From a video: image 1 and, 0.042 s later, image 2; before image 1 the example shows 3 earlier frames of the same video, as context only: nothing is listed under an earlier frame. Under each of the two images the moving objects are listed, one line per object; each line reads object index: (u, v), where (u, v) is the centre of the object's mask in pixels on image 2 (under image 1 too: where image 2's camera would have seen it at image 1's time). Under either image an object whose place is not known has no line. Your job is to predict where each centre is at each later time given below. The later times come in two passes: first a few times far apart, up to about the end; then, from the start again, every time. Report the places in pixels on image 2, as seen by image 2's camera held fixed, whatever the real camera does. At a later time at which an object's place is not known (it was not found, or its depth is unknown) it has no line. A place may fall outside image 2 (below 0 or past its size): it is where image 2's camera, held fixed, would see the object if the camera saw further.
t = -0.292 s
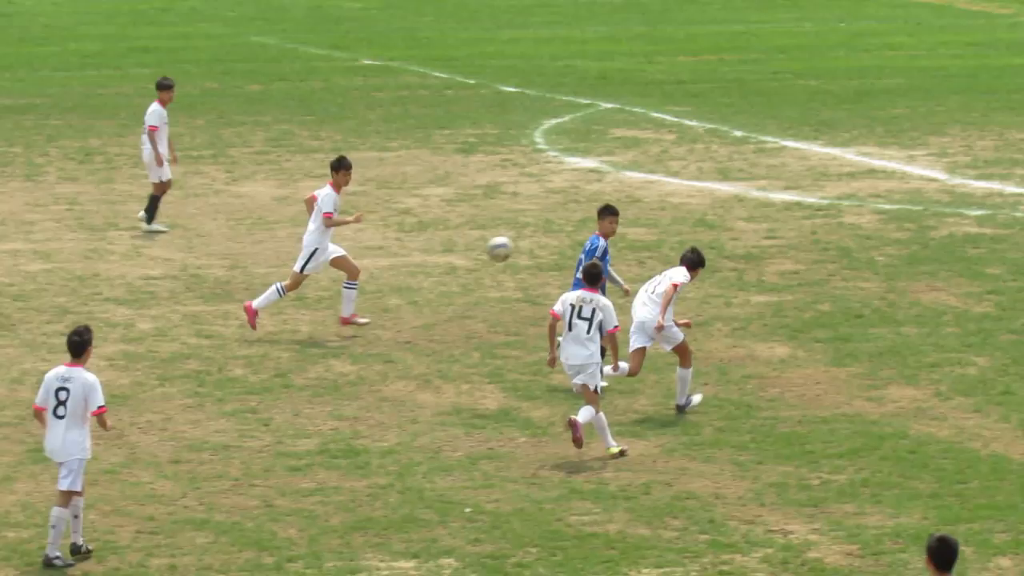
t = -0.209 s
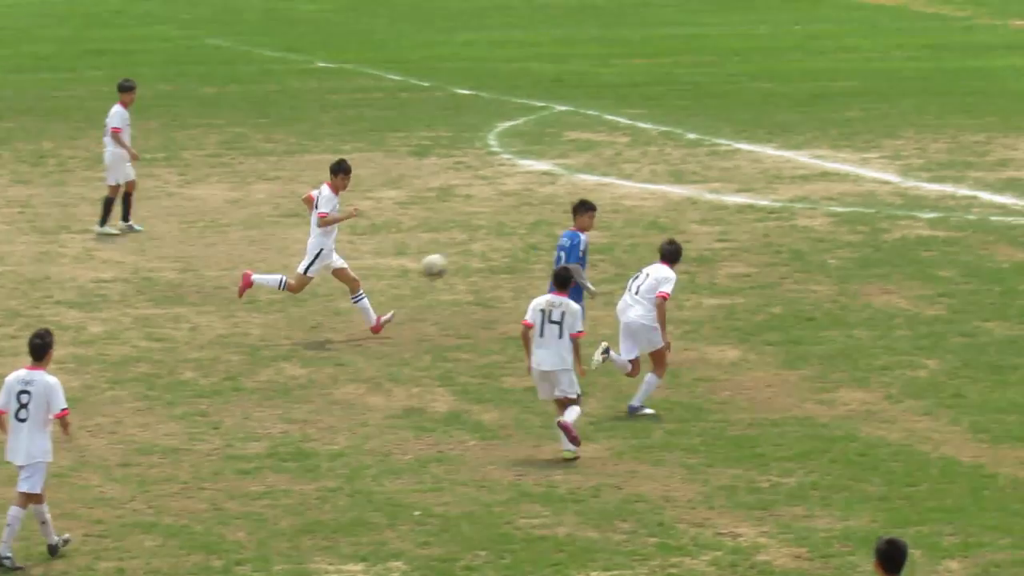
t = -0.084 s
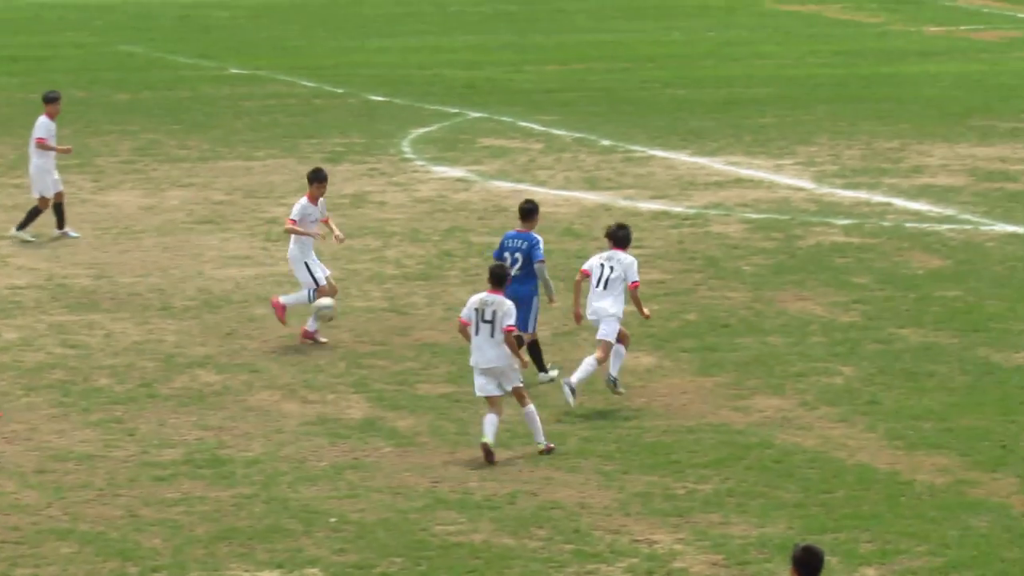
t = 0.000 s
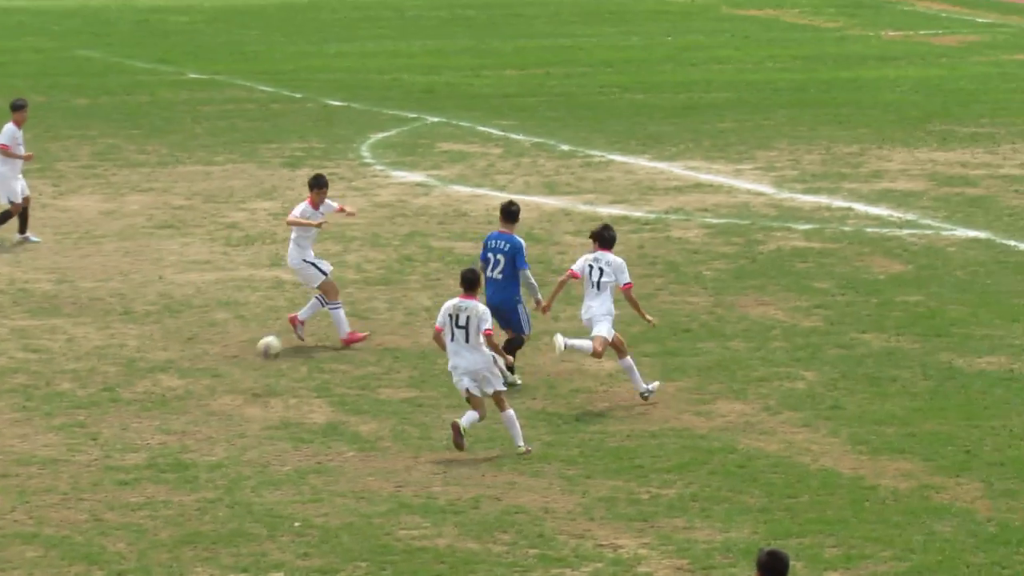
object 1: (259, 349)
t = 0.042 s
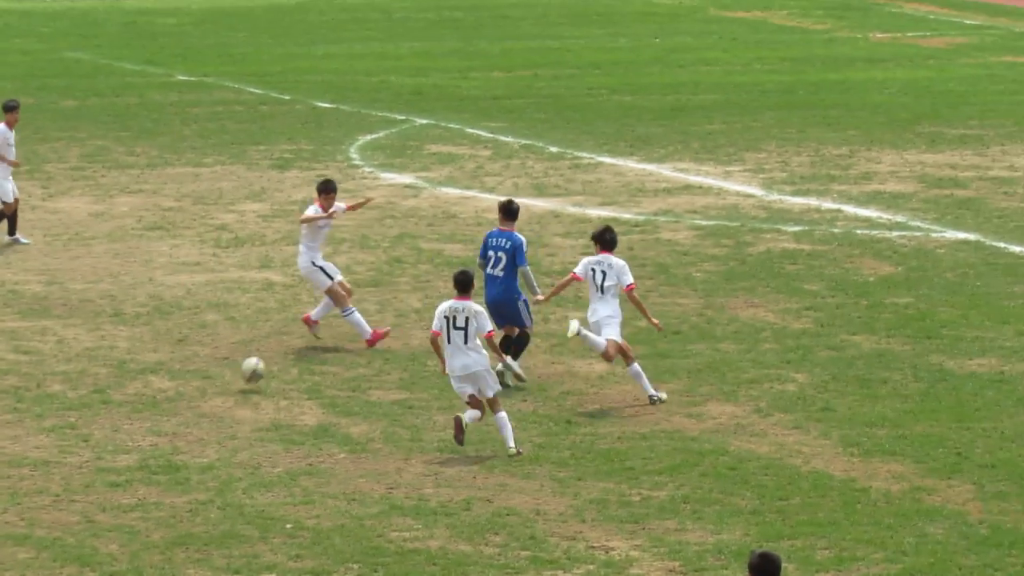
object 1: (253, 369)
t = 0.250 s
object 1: (210, 307)
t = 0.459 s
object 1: (166, 273)
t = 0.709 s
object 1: (115, 292)
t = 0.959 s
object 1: (66, 320)
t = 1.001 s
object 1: (59, 310)
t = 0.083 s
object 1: (245, 369)
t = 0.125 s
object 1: (236, 350)
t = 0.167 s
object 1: (227, 333)
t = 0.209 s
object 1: (218, 320)
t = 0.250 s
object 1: (210, 307)
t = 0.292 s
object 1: (201, 297)
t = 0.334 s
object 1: (192, 288)
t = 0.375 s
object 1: (183, 281)
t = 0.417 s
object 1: (174, 276)
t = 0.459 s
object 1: (166, 273)
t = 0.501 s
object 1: (157, 271)
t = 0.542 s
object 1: (149, 271)
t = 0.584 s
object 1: (140, 274)
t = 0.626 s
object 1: (131, 278)
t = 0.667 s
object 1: (124, 285)
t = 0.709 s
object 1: (115, 292)
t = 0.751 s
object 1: (106, 301)
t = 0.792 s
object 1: (97, 313)
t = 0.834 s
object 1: (89, 328)
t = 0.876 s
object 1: (81, 344)
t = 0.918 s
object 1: (74, 333)
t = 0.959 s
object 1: (66, 320)
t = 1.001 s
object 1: (59, 310)
